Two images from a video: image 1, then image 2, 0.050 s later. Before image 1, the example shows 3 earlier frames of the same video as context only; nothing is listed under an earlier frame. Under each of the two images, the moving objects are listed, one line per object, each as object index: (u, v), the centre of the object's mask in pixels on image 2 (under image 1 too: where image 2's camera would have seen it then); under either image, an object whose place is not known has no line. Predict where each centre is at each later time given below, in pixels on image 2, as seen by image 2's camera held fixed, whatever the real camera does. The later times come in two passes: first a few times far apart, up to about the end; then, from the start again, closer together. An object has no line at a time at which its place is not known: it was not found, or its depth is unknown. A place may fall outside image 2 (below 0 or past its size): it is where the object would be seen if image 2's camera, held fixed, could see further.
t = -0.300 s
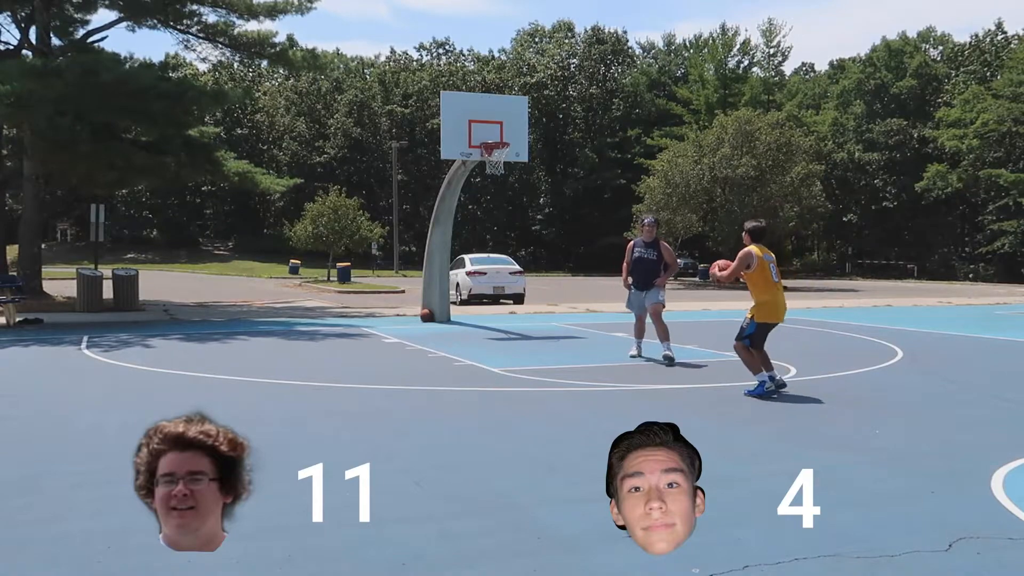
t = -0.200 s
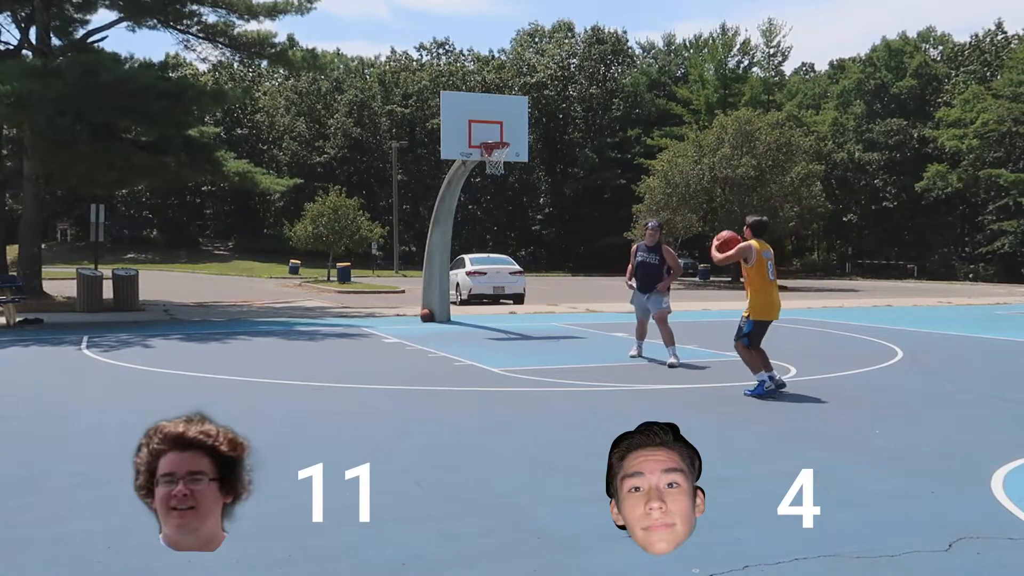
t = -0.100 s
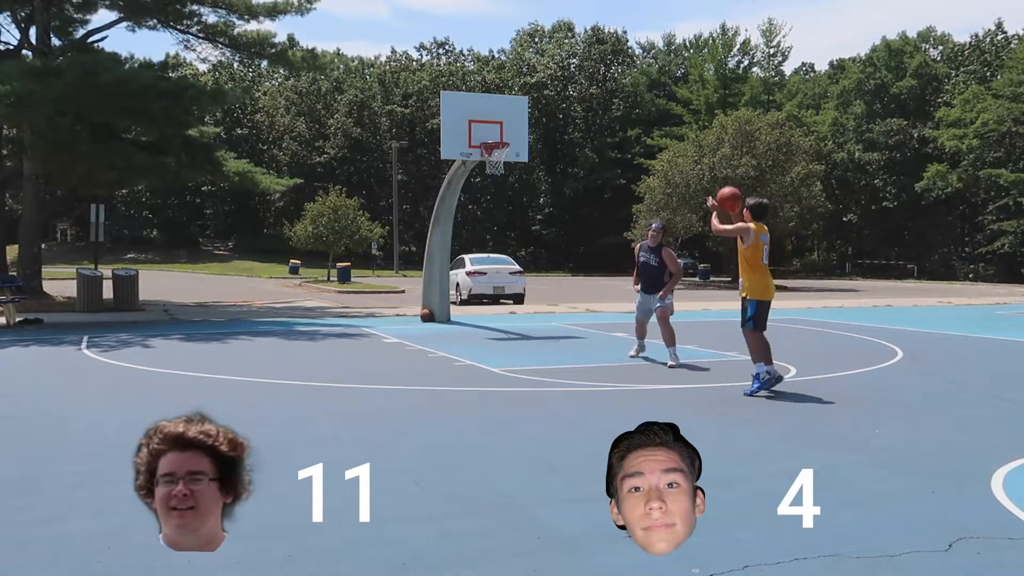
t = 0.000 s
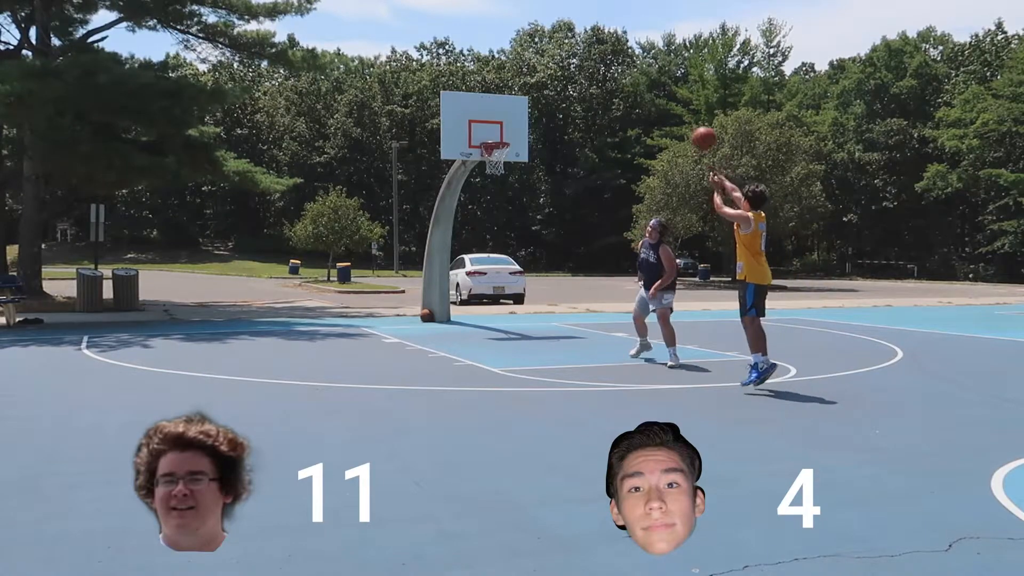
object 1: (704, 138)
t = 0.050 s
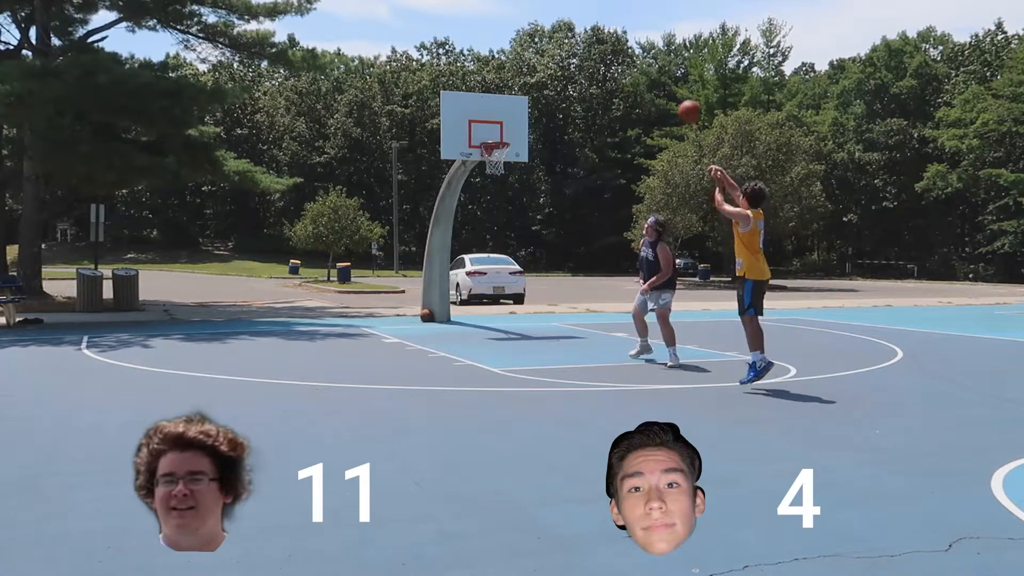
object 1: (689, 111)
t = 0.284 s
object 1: (631, 31)
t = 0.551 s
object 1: (579, 5)
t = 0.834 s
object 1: (534, 32)
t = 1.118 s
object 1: (498, 107)
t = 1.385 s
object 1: (500, 125)
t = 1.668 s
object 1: (525, 109)
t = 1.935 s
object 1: (548, 136)
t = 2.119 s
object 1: (564, 180)
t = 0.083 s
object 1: (680, 96)
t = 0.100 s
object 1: (676, 89)
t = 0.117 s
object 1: (671, 81)
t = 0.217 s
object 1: (647, 47)
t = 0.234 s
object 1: (643, 43)
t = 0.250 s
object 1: (638, 38)
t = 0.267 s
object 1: (634, 34)
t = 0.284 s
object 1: (631, 31)
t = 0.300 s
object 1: (628, 27)
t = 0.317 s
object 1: (624, 24)
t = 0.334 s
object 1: (620, 21)
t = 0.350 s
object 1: (617, 18)
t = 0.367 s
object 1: (613, 15)
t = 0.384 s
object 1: (610, 13)
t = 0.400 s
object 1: (607, 11)
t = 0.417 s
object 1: (603, 9)
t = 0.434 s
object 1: (600, 8)
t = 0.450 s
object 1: (597, 7)
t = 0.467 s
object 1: (594, 7)
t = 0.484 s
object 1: (591, 6)
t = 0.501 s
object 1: (588, 6)
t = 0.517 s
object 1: (585, 6)
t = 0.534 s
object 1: (582, 5)
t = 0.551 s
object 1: (579, 5)
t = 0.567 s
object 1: (576, 5)
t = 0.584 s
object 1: (573, 6)
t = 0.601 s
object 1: (570, 6)
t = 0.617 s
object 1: (568, 6)
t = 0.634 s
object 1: (565, 7)
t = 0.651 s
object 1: (562, 8)
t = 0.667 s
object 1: (559, 9)
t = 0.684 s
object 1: (557, 10)
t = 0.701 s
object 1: (554, 12)
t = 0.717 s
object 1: (551, 14)
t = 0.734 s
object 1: (549, 16)
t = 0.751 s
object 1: (546, 18)
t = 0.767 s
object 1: (544, 21)
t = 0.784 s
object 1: (541, 23)
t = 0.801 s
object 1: (539, 26)
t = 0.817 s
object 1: (536, 29)
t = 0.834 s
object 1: (534, 32)
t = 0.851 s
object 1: (532, 35)
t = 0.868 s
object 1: (530, 38)
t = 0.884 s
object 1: (527, 42)
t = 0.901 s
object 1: (525, 45)
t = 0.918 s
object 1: (521, 49)
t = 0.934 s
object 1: (520, 53)
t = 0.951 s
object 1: (518, 59)
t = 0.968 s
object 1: (515, 62)
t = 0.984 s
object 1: (513, 66)
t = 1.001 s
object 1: (512, 71)
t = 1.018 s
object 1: (510, 75)
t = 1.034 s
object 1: (508, 80)
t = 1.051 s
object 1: (505, 85)
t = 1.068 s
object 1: (504, 90)
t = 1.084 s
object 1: (501, 96)
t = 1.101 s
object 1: (499, 101)
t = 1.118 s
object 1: (498, 107)
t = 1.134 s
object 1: (496, 112)
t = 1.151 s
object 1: (494, 118)
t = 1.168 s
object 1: (492, 123)
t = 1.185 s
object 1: (490, 129)
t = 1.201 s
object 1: (488, 135)
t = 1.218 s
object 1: (488, 136)
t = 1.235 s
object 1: (489, 136)
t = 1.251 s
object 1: (490, 136)
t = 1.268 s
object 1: (491, 136)
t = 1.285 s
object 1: (492, 136)
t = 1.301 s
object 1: (493, 136)
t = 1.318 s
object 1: (495, 134)
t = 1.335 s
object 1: (496, 132)
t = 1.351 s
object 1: (497, 129)
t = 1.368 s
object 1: (499, 127)
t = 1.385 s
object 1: (500, 125)
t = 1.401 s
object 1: (501, 123)
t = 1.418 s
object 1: (503, 121)
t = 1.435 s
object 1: (503, 120)
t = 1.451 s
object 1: (505, 118)
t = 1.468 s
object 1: (506, 116)
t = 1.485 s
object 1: (508, 115)
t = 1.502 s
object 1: (509, 114)
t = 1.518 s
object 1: (511, 112)
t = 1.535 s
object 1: (513, 111)
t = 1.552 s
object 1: (514, 110)
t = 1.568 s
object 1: (516, 110)
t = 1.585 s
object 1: (517, 109)
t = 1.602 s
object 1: (519, 109)
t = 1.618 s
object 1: (521, 109)
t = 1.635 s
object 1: (522, 109)
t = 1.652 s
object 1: (524, 109)
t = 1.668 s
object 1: (525, 109)
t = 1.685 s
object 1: (526, 109)
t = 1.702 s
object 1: (528, 110)
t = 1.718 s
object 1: (530, 111)
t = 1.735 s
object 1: (531, 111)
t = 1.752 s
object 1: (532, 112)
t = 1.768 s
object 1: (532, 113)
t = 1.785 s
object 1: (534, 114)
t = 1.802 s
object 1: (537, 117)
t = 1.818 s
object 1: (539, 119)
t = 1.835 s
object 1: (540, 121)
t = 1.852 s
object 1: (541, 123)
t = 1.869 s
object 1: (542, 125)
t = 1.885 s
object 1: (544, 128)
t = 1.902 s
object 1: (546, 130)
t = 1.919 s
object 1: (547, 132)
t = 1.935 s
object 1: (548, 136)
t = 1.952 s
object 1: (550, 139)
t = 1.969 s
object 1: (551, 143)
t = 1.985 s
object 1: (553, 146)
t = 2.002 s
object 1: (554, 150)
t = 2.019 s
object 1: (556, 153)
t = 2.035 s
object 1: (557, 157)
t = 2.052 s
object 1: (558, 162)
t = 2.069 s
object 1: (560, 166)
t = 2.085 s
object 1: (561, 171)
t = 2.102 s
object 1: (563, 175)
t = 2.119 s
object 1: (564, 180)
